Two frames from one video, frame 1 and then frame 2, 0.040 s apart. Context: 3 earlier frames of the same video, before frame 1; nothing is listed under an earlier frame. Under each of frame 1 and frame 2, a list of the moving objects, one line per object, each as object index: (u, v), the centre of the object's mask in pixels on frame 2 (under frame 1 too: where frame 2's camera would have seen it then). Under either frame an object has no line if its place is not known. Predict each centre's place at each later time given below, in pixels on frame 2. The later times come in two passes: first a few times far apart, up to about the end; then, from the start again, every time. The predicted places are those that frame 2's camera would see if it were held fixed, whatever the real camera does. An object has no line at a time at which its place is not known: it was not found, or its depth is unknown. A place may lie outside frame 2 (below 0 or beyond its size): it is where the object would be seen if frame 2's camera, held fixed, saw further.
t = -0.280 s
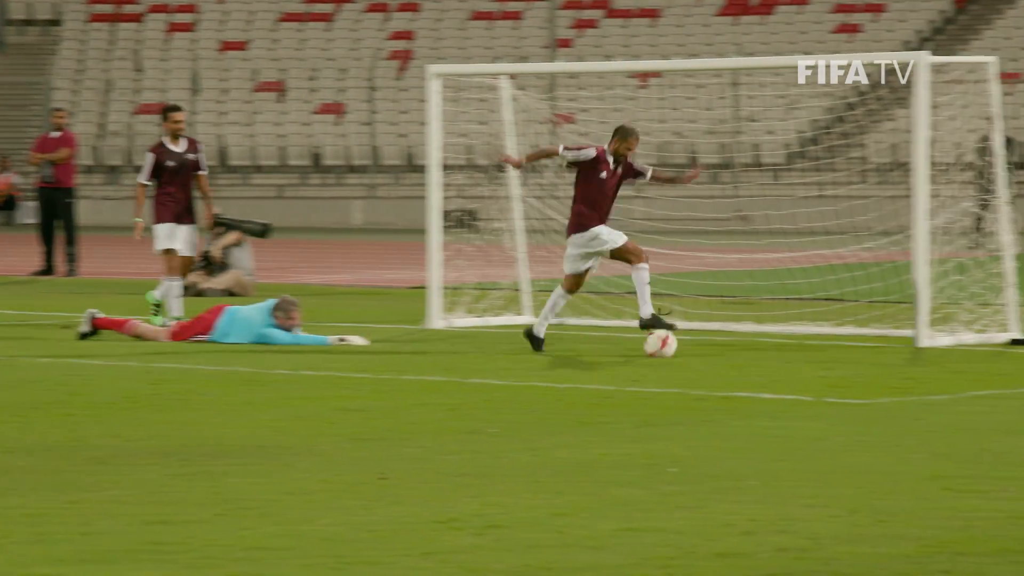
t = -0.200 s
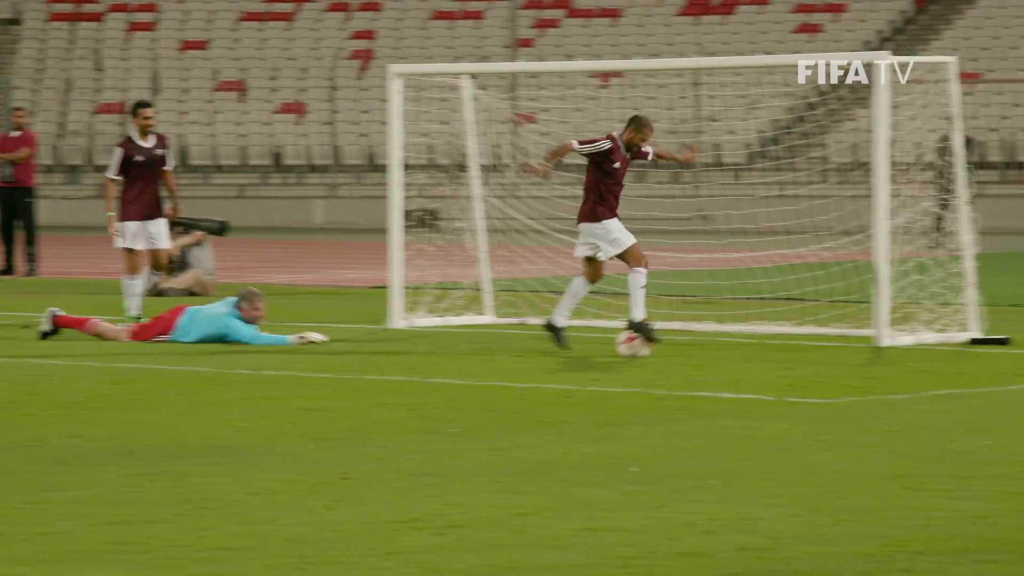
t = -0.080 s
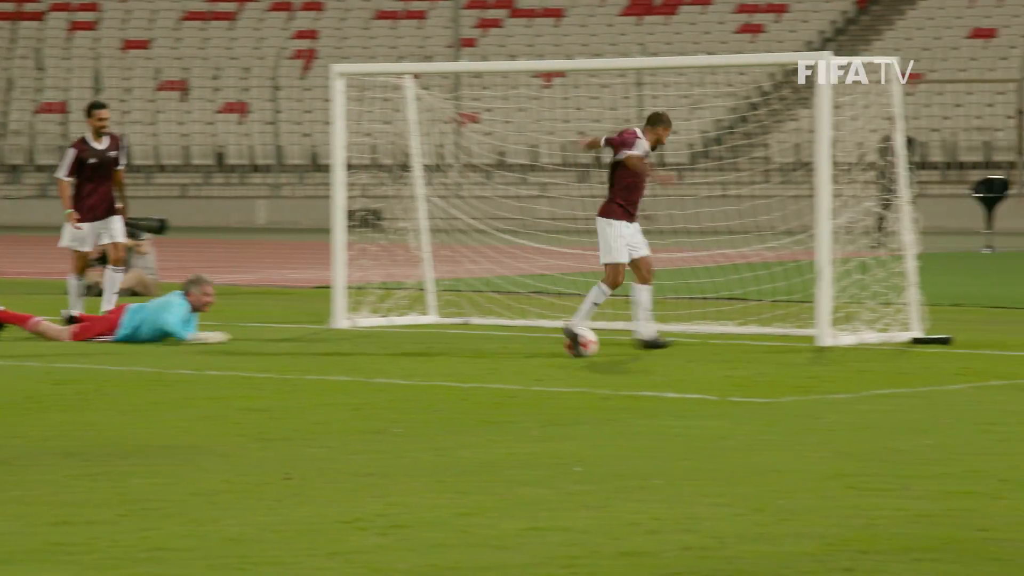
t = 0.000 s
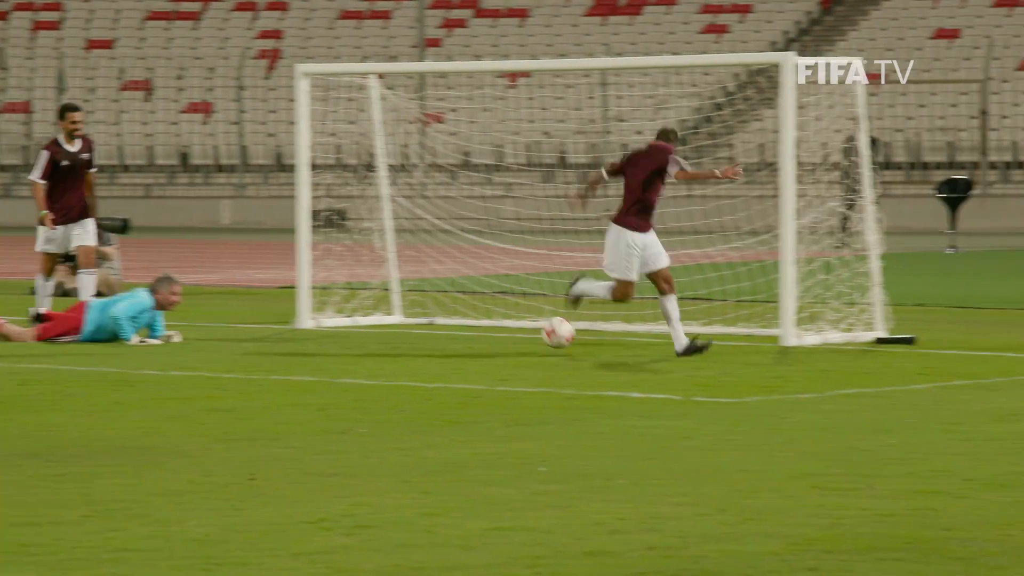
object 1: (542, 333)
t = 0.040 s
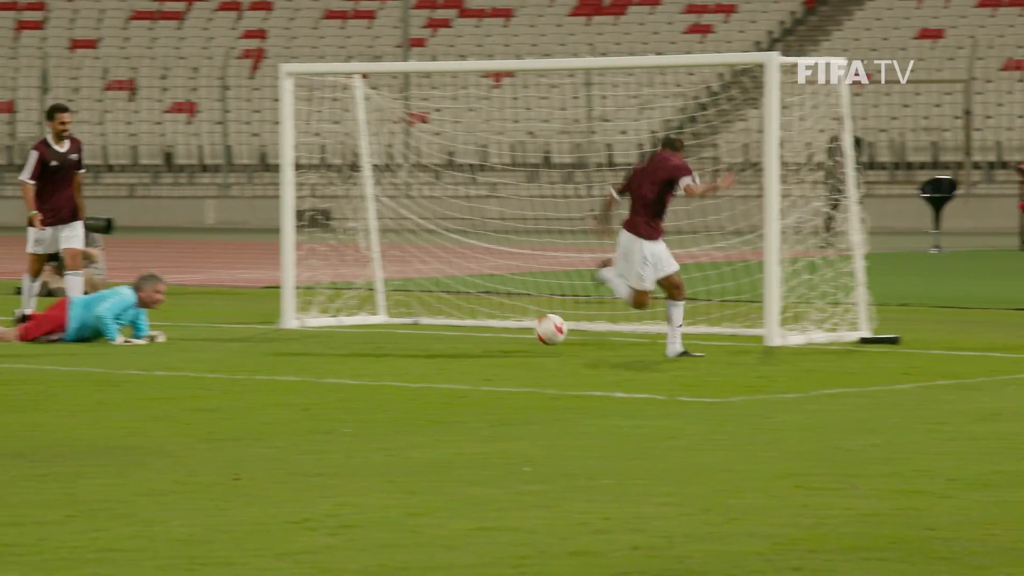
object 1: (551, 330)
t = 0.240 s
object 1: (585, 330)
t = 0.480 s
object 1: (613, 324)
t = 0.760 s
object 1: (642, 312)
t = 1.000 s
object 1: (614, 269)
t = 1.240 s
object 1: (584, 298)
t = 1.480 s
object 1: (555, 295)
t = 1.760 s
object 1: (526, 315)
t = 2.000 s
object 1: (510, 317)
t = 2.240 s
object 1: (497, 318)
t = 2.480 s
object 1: (493, 317)
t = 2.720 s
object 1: (494, 317)
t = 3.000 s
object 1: (496, 318)
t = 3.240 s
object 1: (496, 318)
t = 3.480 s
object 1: (496, 318)
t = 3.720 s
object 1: (496, 318)
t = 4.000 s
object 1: (496, 318)
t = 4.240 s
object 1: (496, 318)
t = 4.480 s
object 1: (496, 318)
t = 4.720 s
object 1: (496, 318)
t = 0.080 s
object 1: (558, 329)
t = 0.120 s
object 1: (566, 331)
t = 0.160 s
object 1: (573, 334)
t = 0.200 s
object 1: (579, 332)
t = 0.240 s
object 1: (585, 330)
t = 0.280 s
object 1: (590, 329)
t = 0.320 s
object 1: (595, 329)
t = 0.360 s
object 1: (600, 328)
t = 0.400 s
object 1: (605, 326)
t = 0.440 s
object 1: (609, 324)
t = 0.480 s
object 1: (613, 324)
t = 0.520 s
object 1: (618, 324)
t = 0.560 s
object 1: (623, 322)
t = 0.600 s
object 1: (628, 321)
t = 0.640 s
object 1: (633, 321)
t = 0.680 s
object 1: (638, 321)
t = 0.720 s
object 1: (642, 320)
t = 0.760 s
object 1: (642, 312)
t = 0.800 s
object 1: (638, 300)
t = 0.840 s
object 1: (633, 289)
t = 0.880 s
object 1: (628, 280)
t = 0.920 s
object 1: (624, 274)
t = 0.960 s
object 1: (618, 270)
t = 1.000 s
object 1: (614, 269)
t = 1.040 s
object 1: (608, 268)
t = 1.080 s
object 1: (604, 271)
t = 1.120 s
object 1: (599, 274)
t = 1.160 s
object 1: (594, 281)
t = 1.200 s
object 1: (589, 289)
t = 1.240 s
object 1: (584, 298)
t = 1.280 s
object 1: (578, 310)
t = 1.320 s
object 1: (574, 303)
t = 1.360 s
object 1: (569, 298)
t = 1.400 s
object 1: (564, 295)
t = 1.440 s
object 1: (560, 294)
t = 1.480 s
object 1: (555, 295)
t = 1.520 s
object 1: (550, 298)
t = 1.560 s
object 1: (545, 303)
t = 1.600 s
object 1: (540, 310)
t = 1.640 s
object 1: (536, 318)
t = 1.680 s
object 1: (533, 316)
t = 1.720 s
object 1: (529, 315)
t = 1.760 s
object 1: (526, 315)
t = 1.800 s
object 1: (523, 316)
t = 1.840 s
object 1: (521, 318)
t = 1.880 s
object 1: (518, 317)
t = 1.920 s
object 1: (515, 317)
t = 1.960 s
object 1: (512, 317)
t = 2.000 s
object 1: (510, 317)
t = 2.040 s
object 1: (507, 317)
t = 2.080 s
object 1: (505, 317)
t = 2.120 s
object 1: (503, 317)
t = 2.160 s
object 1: (501, 317)
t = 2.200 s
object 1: (499, 318)
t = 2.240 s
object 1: (497, 318)
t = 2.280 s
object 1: (496, 318)
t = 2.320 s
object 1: (495, 318)
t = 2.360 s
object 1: (494, 318)
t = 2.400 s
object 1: (494, 317)
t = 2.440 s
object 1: (493, 317)
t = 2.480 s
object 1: (493, 317)
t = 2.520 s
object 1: (493, 317)
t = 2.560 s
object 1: (493, 317)
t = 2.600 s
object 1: (493, 317)
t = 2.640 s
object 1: (493, 317)
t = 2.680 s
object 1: (494, 317)
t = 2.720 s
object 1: (494, 317)
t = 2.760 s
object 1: (494, 317)
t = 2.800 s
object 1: (495, 317)
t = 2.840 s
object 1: (495, 317)
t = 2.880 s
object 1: (495, 318)
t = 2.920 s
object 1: (495, 317)
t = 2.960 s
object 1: (495, 318)
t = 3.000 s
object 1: (496, 318)
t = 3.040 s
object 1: (496, 318)
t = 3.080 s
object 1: (495, 318)
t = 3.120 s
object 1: (495, 318)
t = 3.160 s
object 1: (496, 318)
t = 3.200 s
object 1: (496, 318)
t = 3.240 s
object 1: (496, 318)
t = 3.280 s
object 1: (495, 318)
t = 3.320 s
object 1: (495, 318)
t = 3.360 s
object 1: (495, 318)
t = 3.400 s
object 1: (495, 318)
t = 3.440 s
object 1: (495, 318)
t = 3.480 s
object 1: (496, 318)
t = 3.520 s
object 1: (496, 318)
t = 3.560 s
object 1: (496, 318)
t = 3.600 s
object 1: (496, 318)
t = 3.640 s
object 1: (496, 318)
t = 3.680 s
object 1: (496, 318)
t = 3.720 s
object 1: (496, 318)
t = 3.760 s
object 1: (495, 318)
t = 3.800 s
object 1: (496, 318)
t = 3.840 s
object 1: (496, 318)
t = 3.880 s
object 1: (495, 318)
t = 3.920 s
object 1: (496, 318)
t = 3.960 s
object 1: (496, 318)
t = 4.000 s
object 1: (496, 318)
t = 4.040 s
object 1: (496, 318)
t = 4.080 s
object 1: (496, 318)
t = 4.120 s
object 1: (496, 318)
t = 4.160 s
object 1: (496, 318)
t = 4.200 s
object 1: (496, 318)
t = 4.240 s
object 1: (496, 318)
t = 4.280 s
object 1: (496, 318)
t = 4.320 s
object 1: (496, 318)
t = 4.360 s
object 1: (496, 318)
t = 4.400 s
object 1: (496, 318)
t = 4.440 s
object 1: (496, 318)
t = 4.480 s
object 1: (496, 318)
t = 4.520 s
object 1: (496, 318)
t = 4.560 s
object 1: (496, 318)
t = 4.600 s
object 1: (496, 318)
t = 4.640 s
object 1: (496, 318)
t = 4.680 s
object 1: (496, 318)
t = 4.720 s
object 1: (496, 318)
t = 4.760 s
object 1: (496, 318)
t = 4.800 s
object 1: (496, 318)
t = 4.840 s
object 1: (496, 318)
